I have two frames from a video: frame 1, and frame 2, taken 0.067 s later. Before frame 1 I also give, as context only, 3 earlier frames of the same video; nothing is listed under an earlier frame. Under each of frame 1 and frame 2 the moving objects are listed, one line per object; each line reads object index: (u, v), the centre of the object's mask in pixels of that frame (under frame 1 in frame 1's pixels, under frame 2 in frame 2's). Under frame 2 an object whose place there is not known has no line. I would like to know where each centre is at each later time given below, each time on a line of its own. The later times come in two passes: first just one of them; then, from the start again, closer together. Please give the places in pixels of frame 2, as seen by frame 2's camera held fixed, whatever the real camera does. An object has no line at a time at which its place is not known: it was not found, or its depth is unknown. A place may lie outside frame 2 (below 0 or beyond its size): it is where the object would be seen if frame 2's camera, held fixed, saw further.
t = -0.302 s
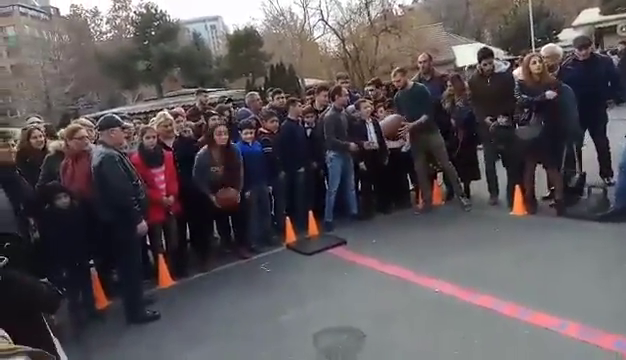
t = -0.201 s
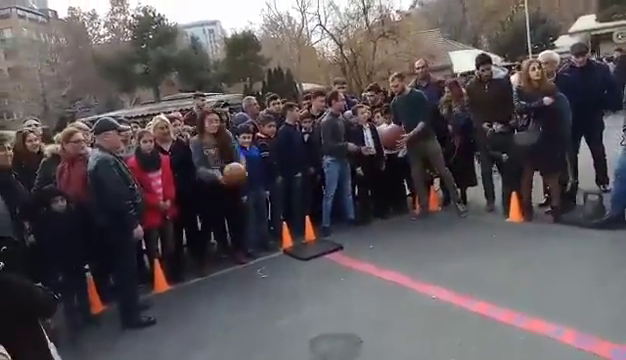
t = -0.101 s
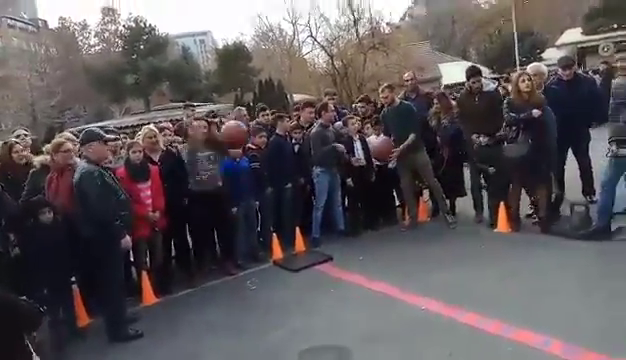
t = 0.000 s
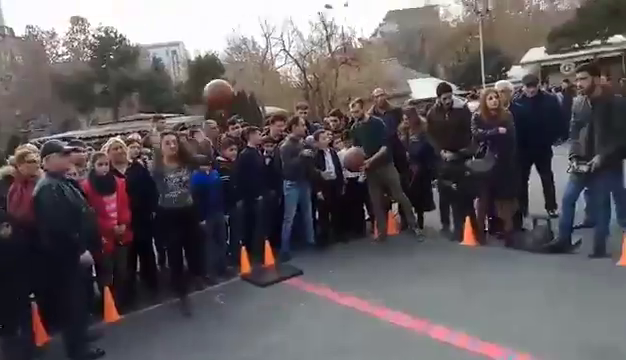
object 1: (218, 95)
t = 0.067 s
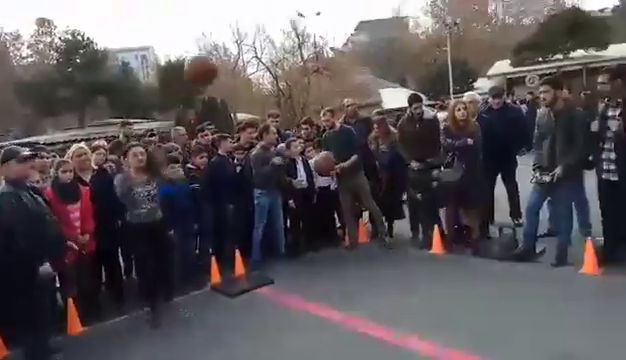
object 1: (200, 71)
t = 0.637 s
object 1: (471, 28)
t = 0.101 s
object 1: (206, 55)
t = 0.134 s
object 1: (211, 40)
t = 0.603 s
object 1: (438, 4)
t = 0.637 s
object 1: (471, 28)
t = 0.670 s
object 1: (510, 57)
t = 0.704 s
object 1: (553, 95)
